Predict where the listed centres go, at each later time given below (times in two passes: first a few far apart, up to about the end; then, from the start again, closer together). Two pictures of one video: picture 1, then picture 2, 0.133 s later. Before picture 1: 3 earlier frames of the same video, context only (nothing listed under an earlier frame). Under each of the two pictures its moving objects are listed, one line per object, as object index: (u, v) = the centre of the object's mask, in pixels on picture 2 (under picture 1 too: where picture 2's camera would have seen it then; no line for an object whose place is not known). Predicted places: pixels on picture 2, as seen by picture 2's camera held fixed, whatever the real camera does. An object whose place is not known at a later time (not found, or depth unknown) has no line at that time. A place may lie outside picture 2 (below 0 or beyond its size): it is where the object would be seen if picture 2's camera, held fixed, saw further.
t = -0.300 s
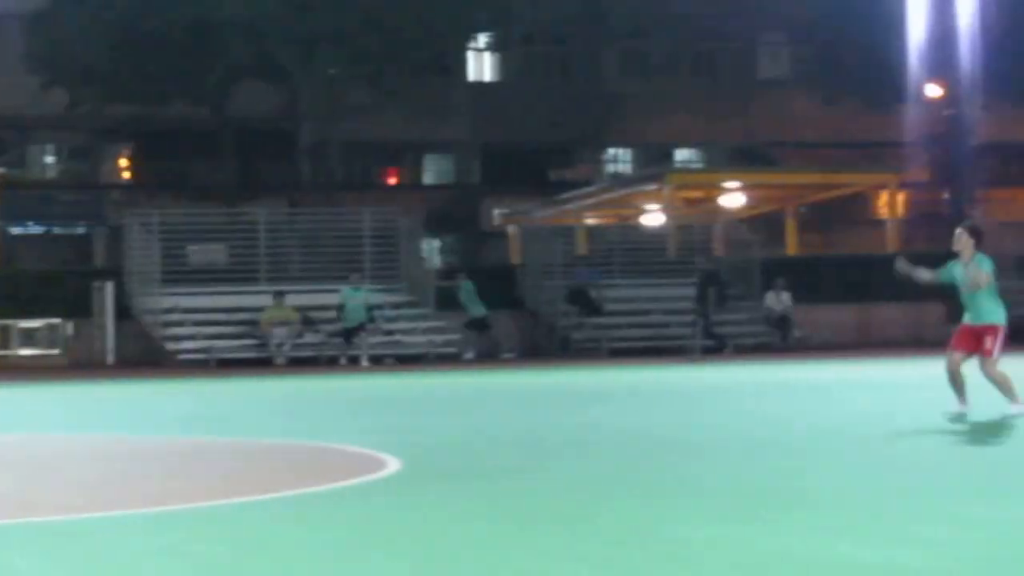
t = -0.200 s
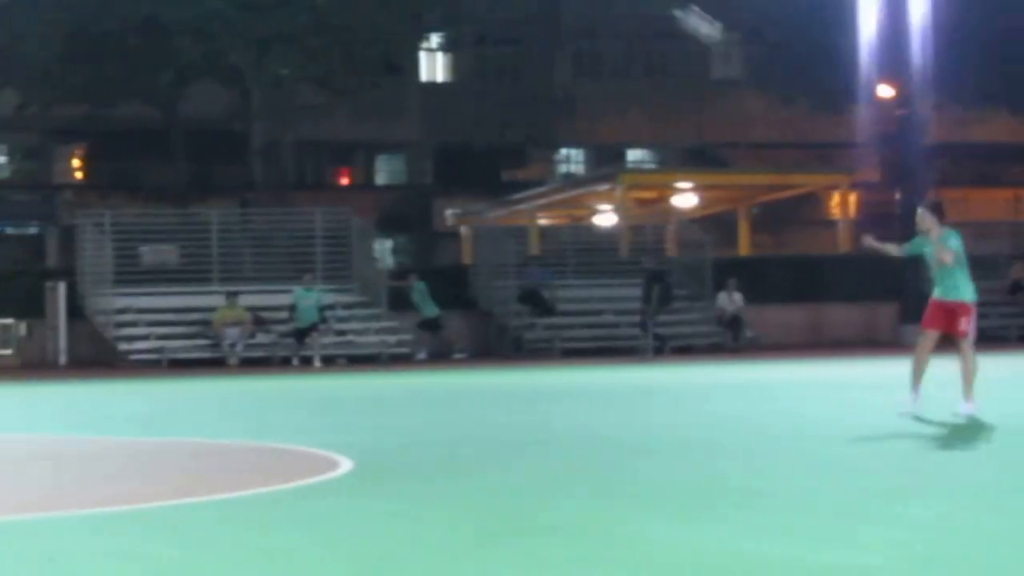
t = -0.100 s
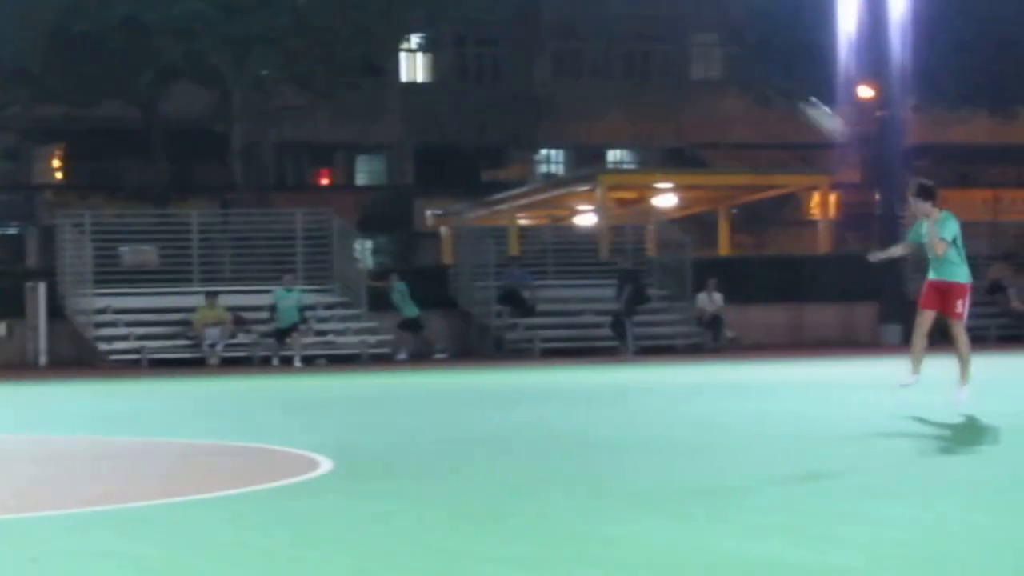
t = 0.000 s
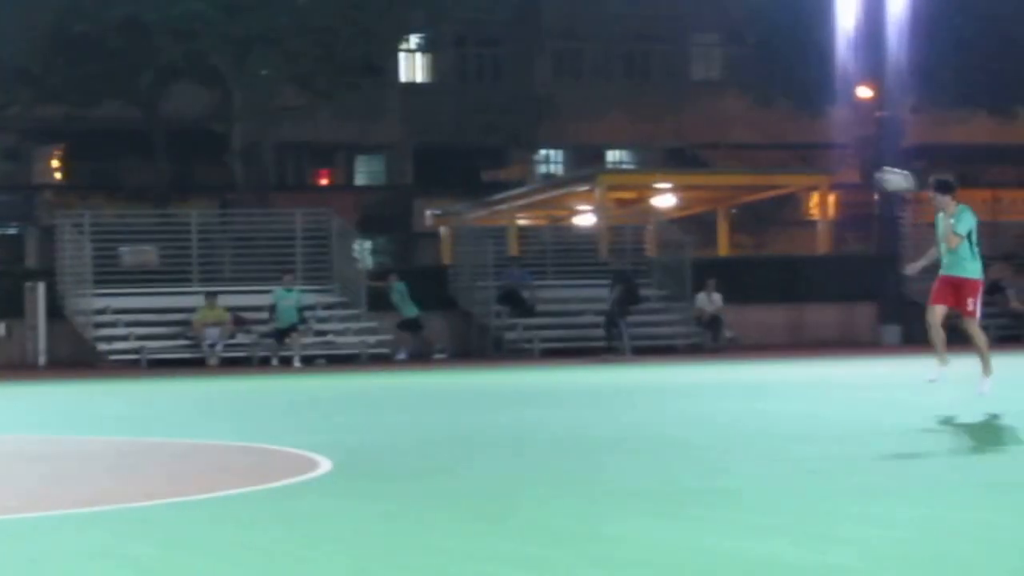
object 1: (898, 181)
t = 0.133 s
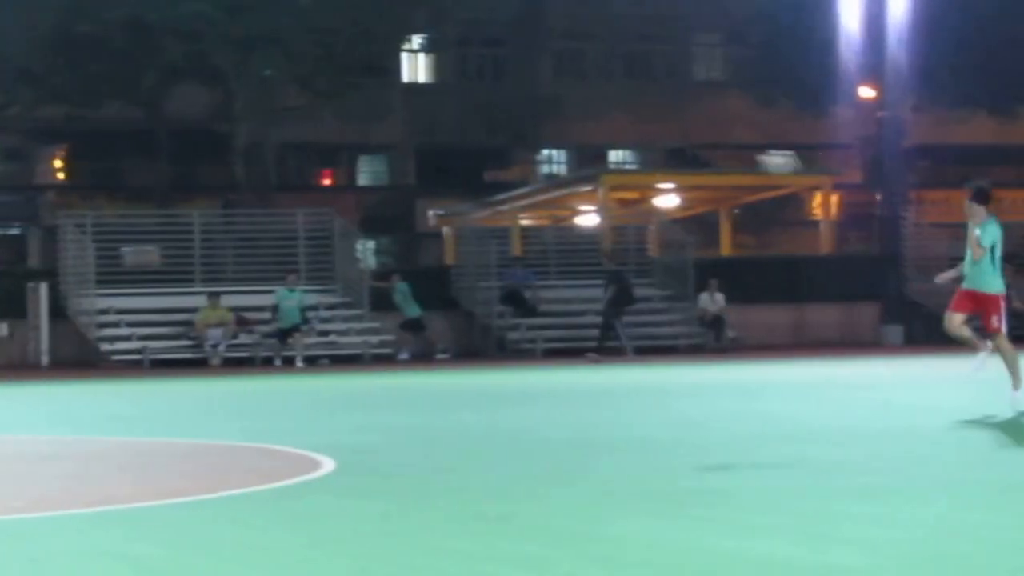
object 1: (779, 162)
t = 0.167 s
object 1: (748, 161)
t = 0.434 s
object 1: (506, 203)
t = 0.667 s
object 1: (291, 321)
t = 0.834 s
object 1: (149, 415)
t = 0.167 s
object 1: (748, 161)
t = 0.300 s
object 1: (628, 168)
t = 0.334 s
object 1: (597, 177)
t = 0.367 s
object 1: (569, 184)
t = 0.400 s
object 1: (539, 192)
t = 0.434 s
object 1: (506, 203)
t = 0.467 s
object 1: (475, 215)
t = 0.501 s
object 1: (446, 229)
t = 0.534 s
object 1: (415, 246)
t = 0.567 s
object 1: (384, 261)
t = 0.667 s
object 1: (291, 321)
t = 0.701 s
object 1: (264, 342)
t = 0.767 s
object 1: (204, 391)
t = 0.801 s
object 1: (173, 423)
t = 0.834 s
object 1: (149, 415)
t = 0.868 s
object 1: (121, 390)
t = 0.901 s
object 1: (97, 369)
